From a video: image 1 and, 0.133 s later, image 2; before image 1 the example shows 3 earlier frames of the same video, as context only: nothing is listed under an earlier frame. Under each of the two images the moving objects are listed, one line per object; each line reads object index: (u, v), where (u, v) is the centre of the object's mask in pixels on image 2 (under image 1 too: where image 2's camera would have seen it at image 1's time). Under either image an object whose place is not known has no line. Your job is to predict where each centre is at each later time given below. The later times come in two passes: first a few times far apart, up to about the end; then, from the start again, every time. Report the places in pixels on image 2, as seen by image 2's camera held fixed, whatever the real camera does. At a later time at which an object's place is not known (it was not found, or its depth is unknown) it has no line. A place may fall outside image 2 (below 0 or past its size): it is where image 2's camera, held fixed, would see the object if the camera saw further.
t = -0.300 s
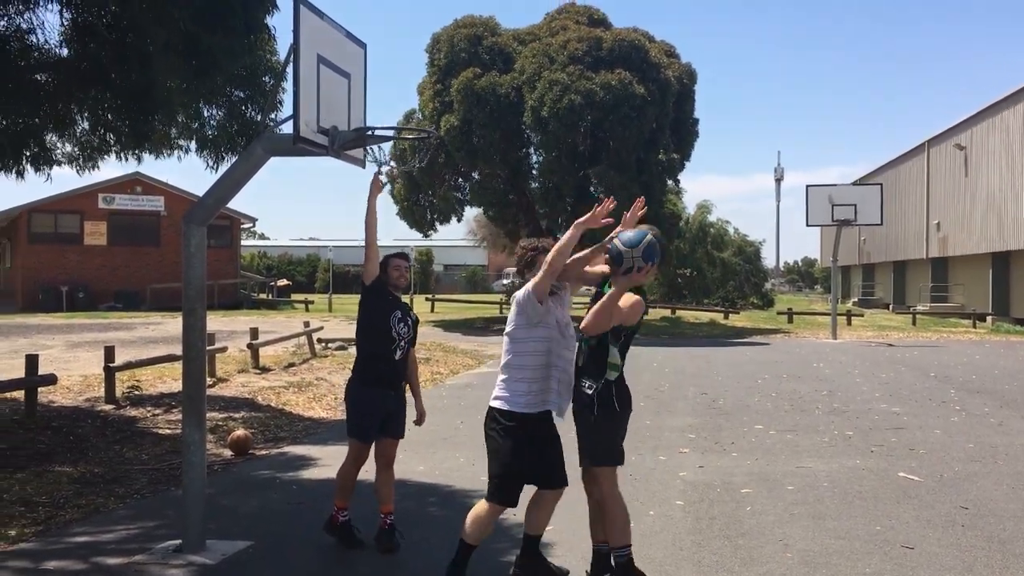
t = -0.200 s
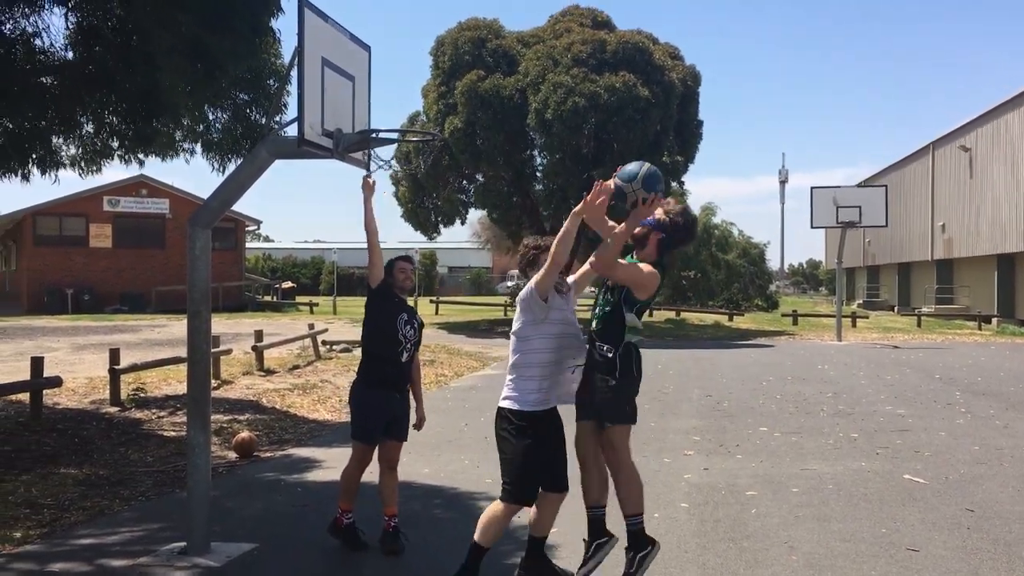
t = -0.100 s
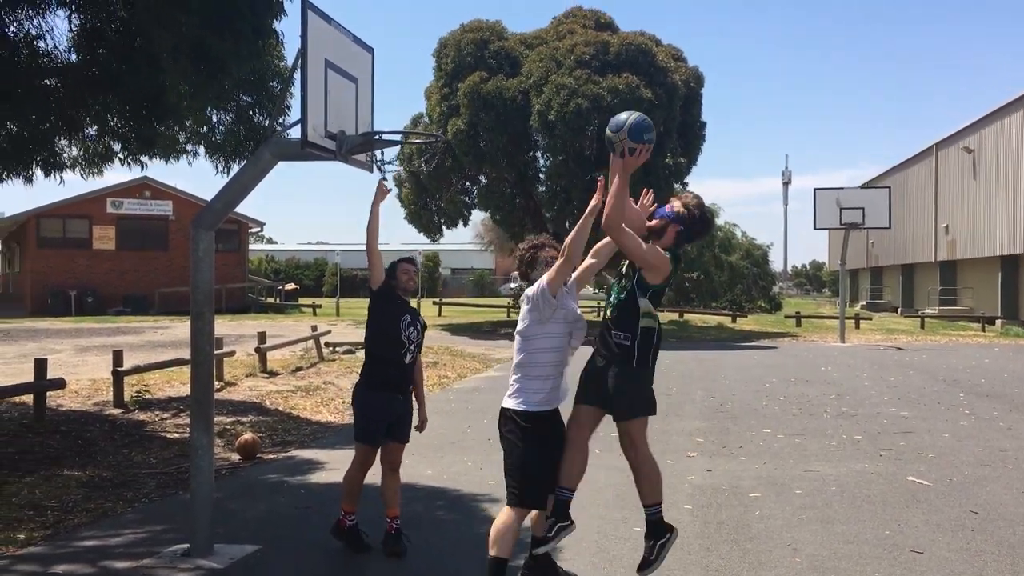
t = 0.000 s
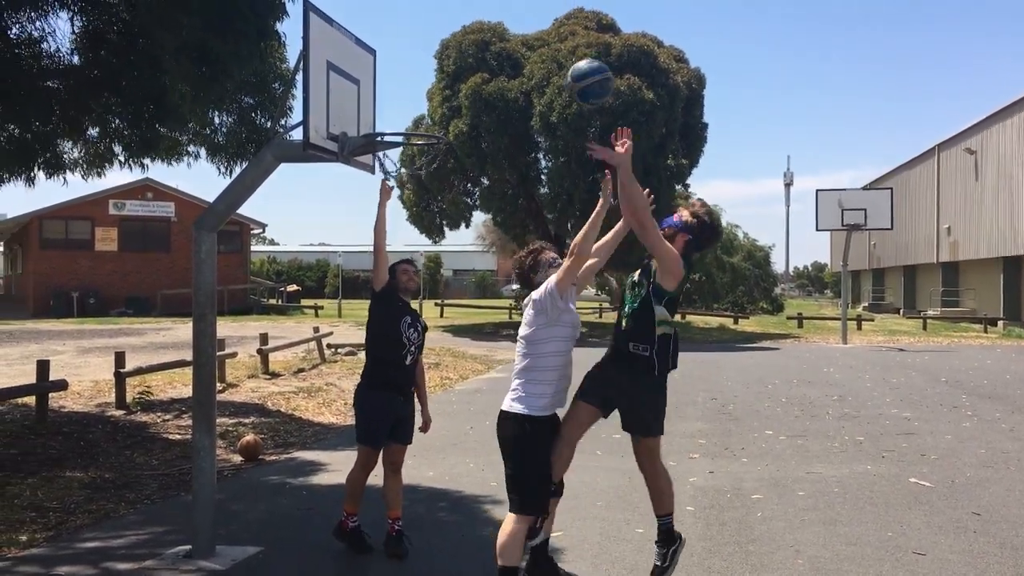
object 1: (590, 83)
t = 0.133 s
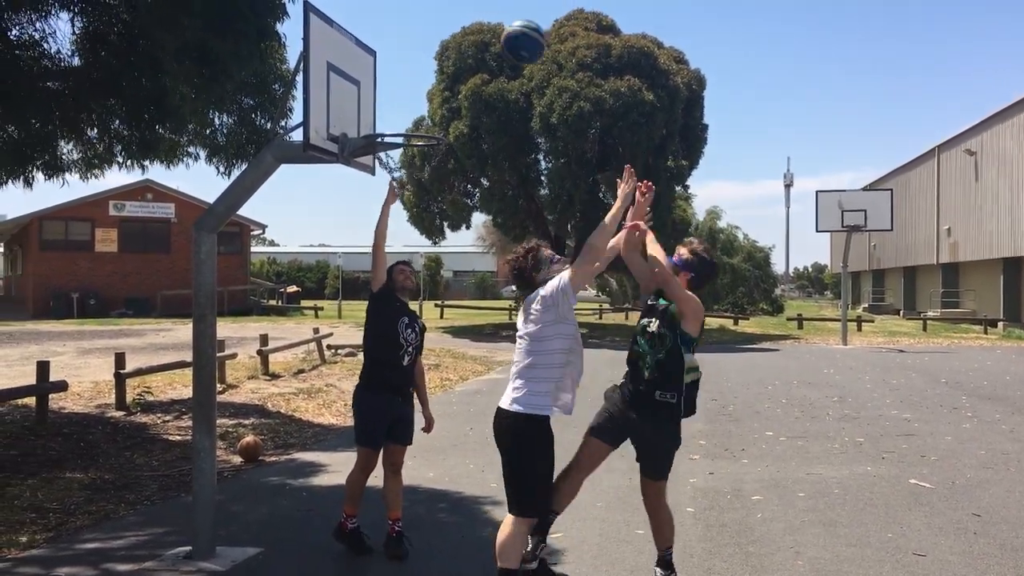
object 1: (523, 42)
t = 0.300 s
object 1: (449, 41)
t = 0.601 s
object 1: (367, 102)
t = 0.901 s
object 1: (438, 117)
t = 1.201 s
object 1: (442, 118)
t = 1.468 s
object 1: (440, 117)
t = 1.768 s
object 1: (419, 143)
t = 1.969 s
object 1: (401, 197)
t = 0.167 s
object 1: (508, 38)
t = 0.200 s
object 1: (492, 35)
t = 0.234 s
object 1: (478, 35)
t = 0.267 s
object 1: (463, 37)
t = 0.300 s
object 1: (449, 41)
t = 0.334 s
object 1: (435, 47)
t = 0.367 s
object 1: (422, 55)
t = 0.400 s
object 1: (409, 64)
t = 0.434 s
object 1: (396, 76)
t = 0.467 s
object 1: (384, 88)
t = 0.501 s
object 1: (371, 102)
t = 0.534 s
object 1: (360, 119)
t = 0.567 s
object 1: (359, 109)
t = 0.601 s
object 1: (367, 102)
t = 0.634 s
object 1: (375, 96)
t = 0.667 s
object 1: (383, 93)
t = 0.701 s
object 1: (390, 91)
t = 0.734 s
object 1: (398, 90)
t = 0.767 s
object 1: (406, 92)
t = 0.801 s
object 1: (414, 96)
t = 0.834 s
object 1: (422, 101)
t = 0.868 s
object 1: (430, 109)
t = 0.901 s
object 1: (438, 117)
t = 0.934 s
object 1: (438, 113)
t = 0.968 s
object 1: (439, 108)
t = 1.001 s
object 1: (440, 105)
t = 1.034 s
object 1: (440, 104)
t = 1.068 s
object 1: (440, 104)
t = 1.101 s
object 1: (441, 105)
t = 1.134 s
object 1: (442, 110)
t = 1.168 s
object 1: (442, 116)
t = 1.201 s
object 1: (442, 118)
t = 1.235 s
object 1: (442, 114)
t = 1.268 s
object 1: (442, 111)
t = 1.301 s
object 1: (442, 111)
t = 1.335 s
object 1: (442, 112)
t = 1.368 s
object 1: (441, 116)
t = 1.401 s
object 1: (441, 119)
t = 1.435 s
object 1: (440, 117)
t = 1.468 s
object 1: (440, 117)
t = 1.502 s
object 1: (439, 118)
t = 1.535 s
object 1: (438, 119)
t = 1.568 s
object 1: (436, 120)
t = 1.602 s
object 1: (434, 121)
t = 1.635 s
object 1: (431, 121)
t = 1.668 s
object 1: (429, 122)
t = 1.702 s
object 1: (424, 130)
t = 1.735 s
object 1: (422, 136)
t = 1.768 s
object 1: (419, 143)
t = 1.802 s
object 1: (414, 155)
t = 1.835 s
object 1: (411, 162)
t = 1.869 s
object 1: (408, 169)
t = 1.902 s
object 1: (406, 177)
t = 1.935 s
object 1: (403, 186)
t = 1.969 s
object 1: (401, 197)
